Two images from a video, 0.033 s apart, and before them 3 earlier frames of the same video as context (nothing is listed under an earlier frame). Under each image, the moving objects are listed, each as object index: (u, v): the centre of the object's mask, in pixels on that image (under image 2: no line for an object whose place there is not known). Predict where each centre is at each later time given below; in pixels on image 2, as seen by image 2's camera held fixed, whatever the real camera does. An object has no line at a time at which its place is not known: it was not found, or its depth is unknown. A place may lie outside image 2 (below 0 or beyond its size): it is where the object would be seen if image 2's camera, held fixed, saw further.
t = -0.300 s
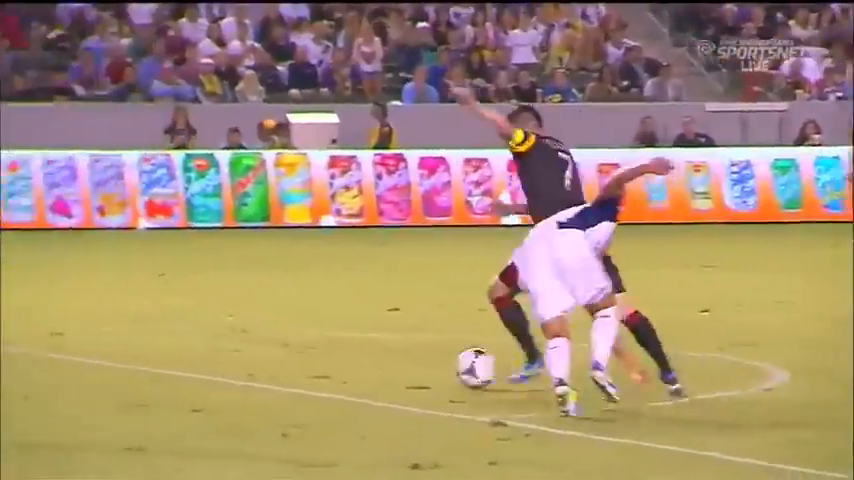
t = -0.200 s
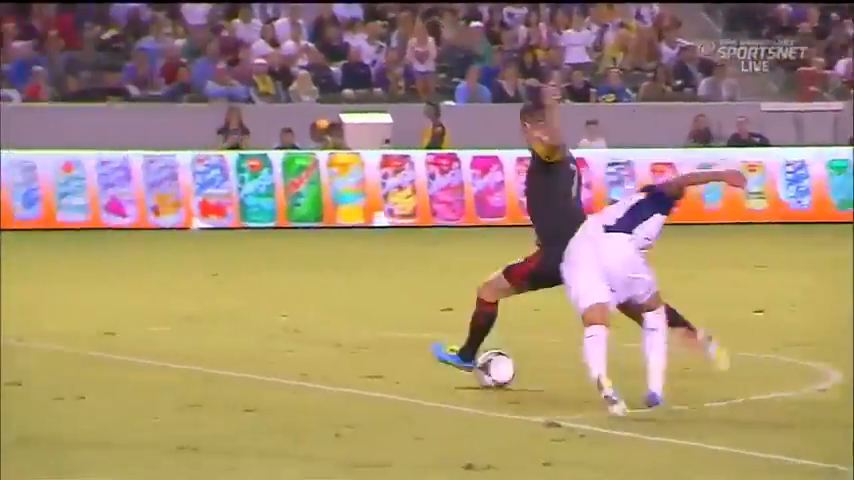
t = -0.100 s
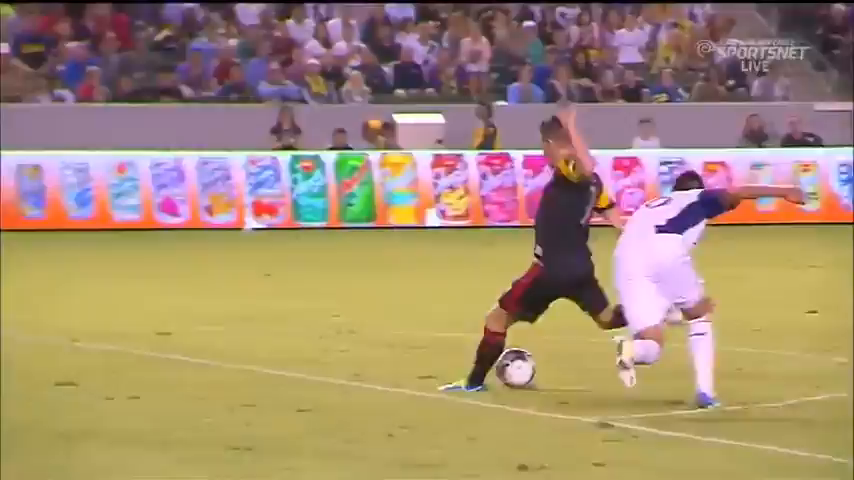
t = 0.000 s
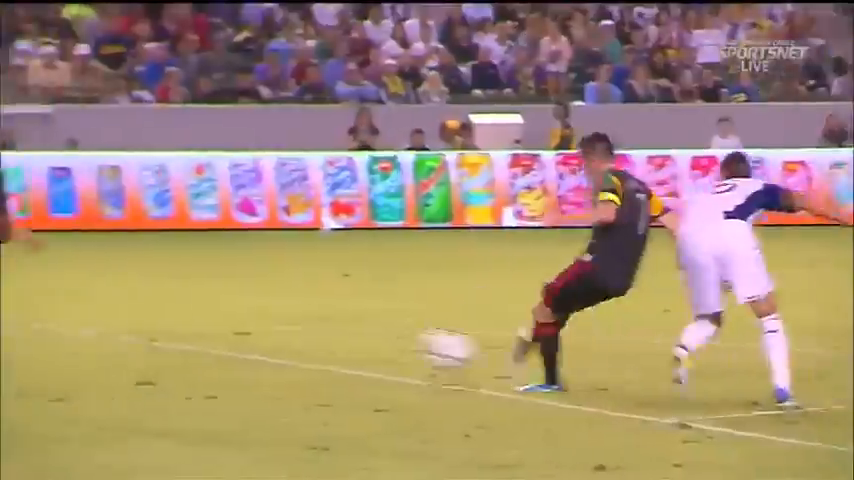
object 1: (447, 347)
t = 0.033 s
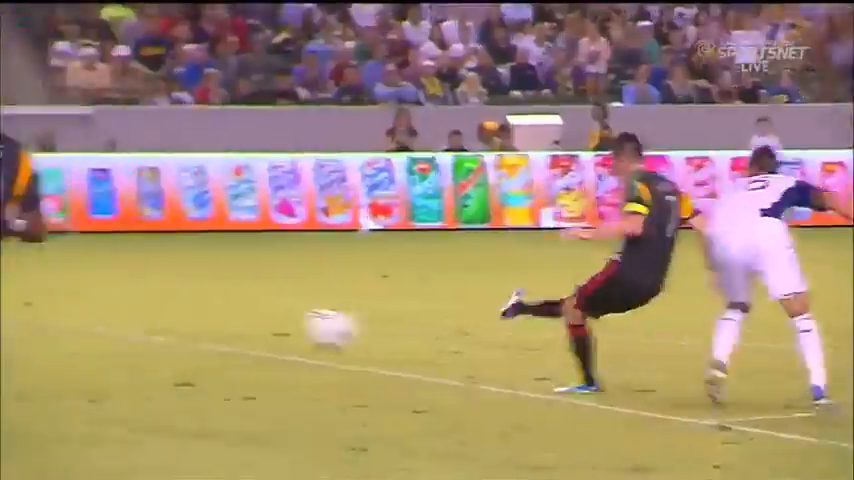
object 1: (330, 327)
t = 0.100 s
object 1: (102, 304)
